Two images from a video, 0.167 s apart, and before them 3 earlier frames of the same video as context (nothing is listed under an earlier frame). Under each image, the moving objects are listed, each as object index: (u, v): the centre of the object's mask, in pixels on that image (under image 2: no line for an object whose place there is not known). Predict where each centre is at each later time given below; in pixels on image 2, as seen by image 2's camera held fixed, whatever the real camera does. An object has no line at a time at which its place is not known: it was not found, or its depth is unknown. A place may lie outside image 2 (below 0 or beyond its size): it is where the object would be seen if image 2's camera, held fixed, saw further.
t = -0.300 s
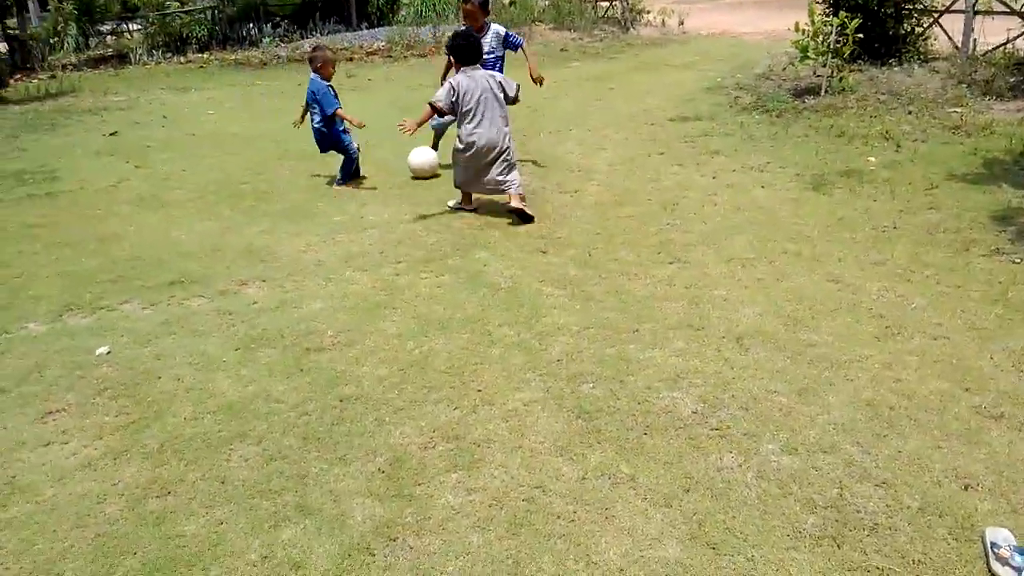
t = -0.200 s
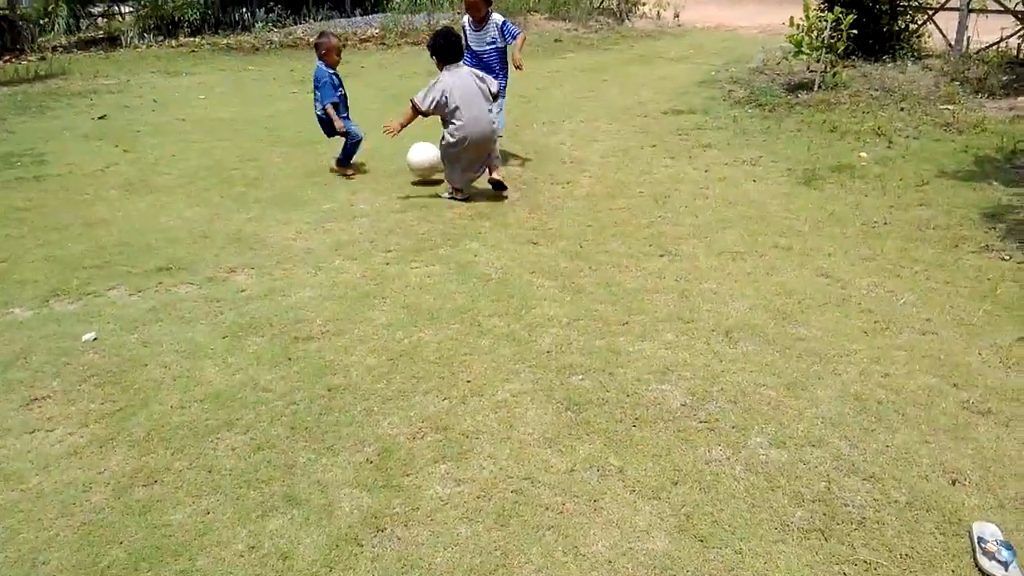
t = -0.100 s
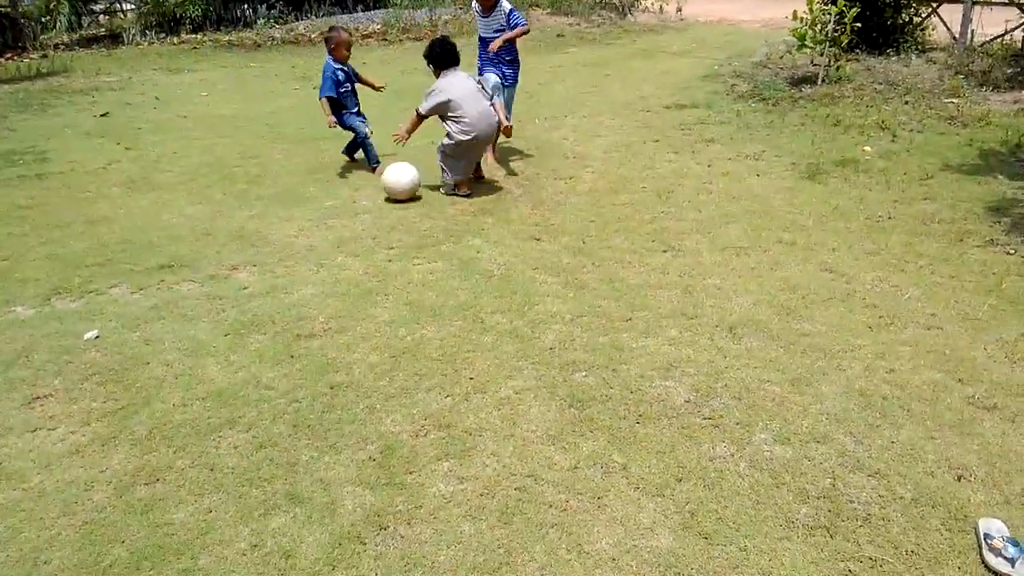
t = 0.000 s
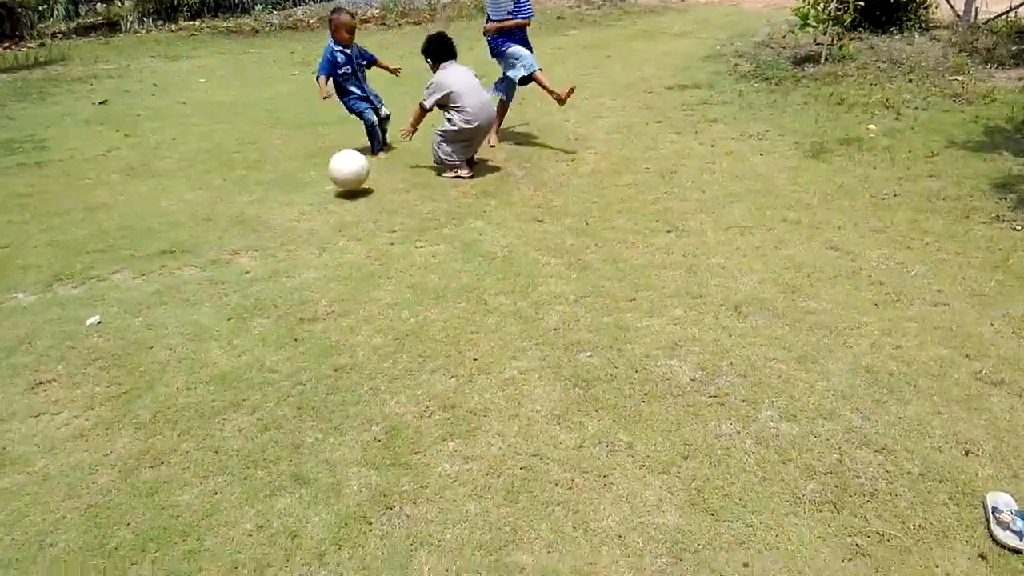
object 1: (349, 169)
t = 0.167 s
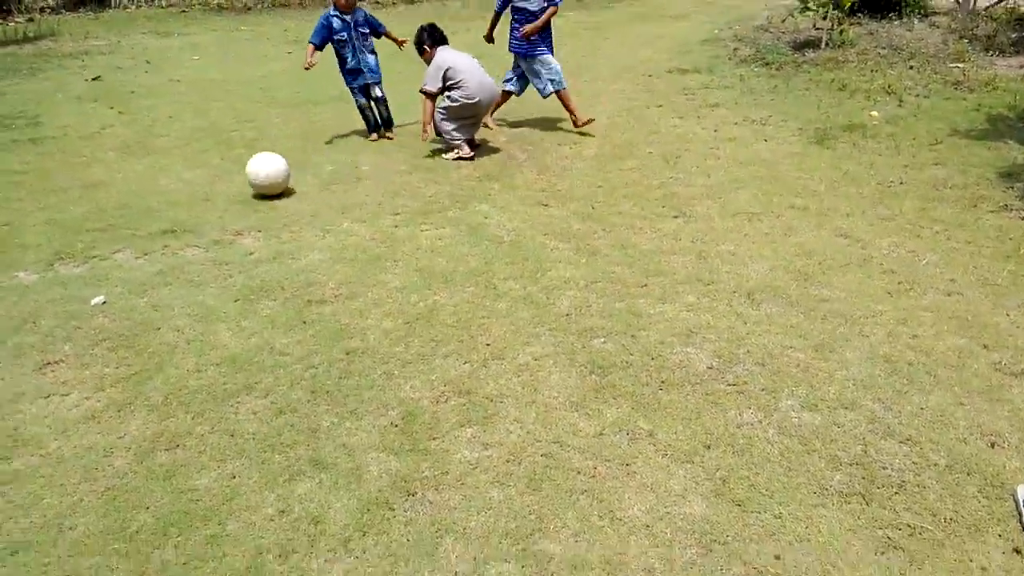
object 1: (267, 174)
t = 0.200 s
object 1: (249, 179)
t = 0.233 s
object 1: (234, 180)
